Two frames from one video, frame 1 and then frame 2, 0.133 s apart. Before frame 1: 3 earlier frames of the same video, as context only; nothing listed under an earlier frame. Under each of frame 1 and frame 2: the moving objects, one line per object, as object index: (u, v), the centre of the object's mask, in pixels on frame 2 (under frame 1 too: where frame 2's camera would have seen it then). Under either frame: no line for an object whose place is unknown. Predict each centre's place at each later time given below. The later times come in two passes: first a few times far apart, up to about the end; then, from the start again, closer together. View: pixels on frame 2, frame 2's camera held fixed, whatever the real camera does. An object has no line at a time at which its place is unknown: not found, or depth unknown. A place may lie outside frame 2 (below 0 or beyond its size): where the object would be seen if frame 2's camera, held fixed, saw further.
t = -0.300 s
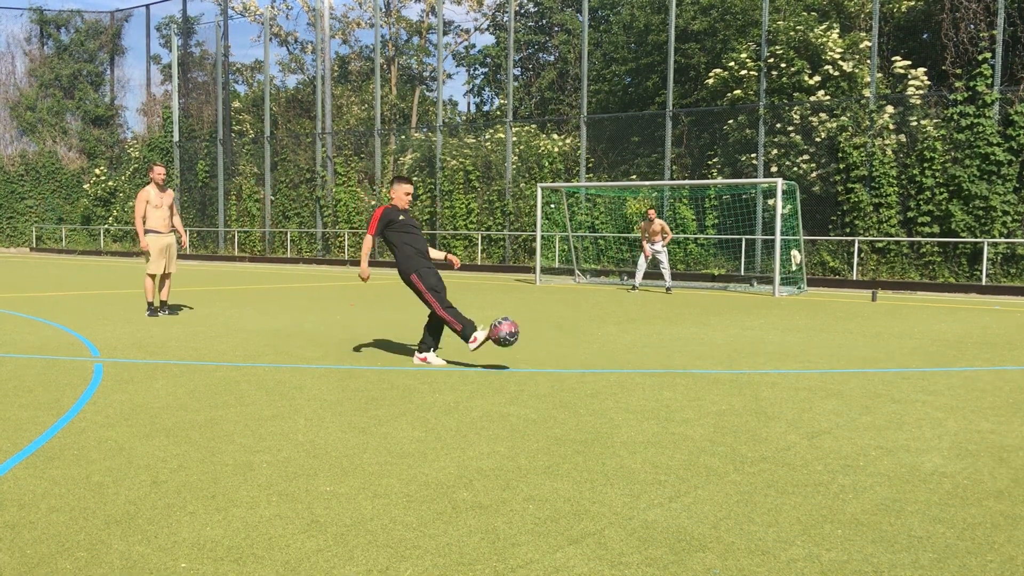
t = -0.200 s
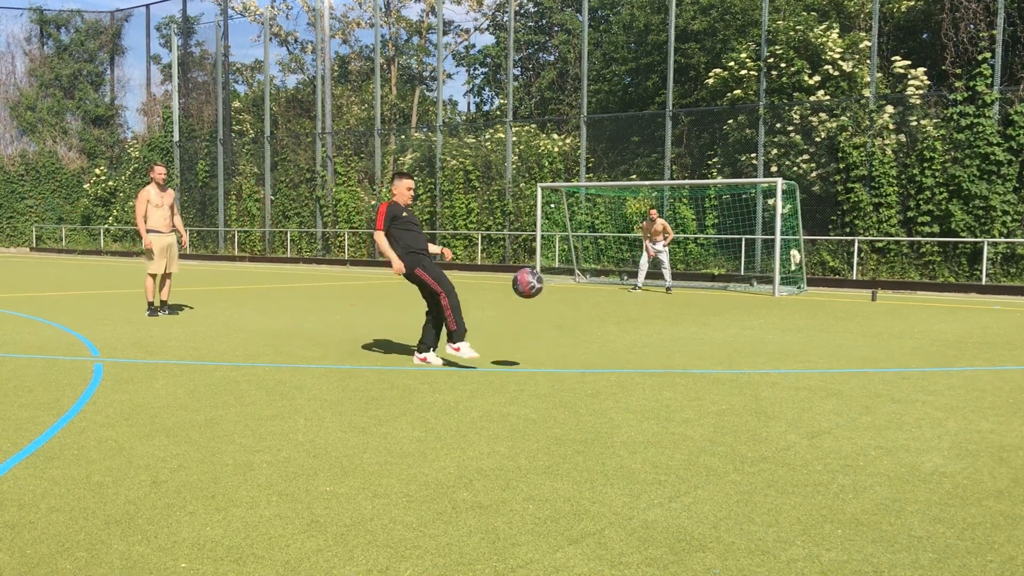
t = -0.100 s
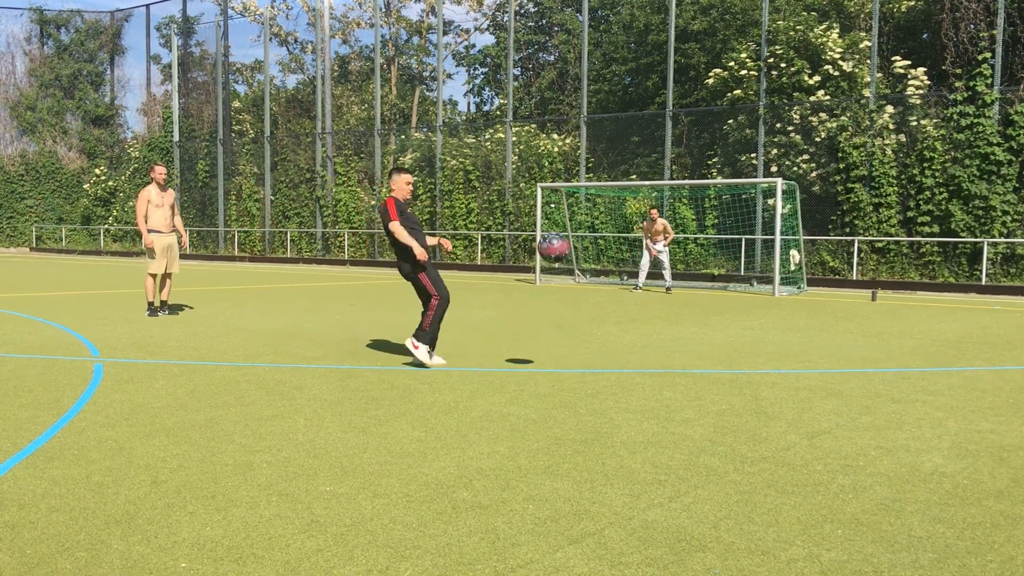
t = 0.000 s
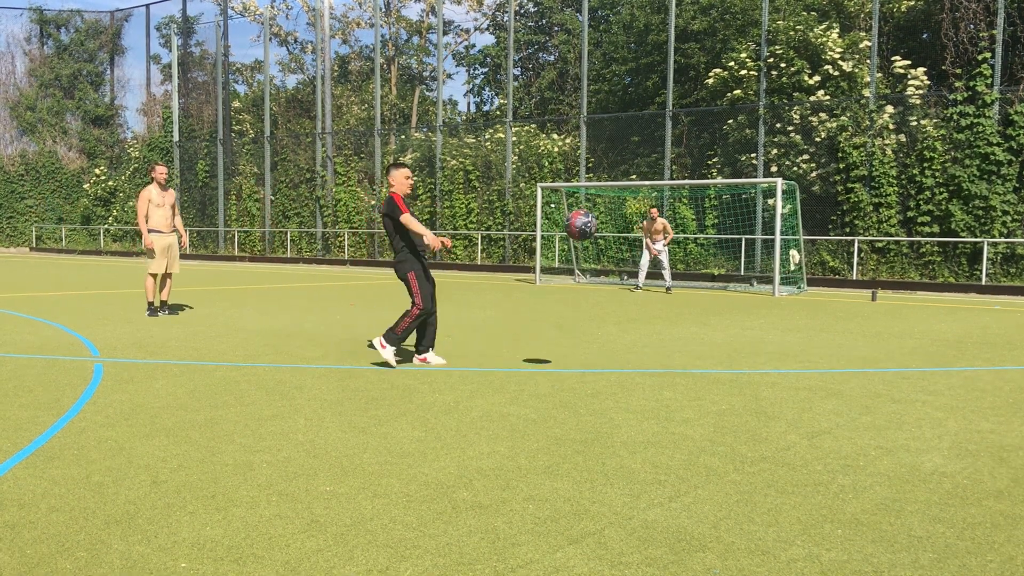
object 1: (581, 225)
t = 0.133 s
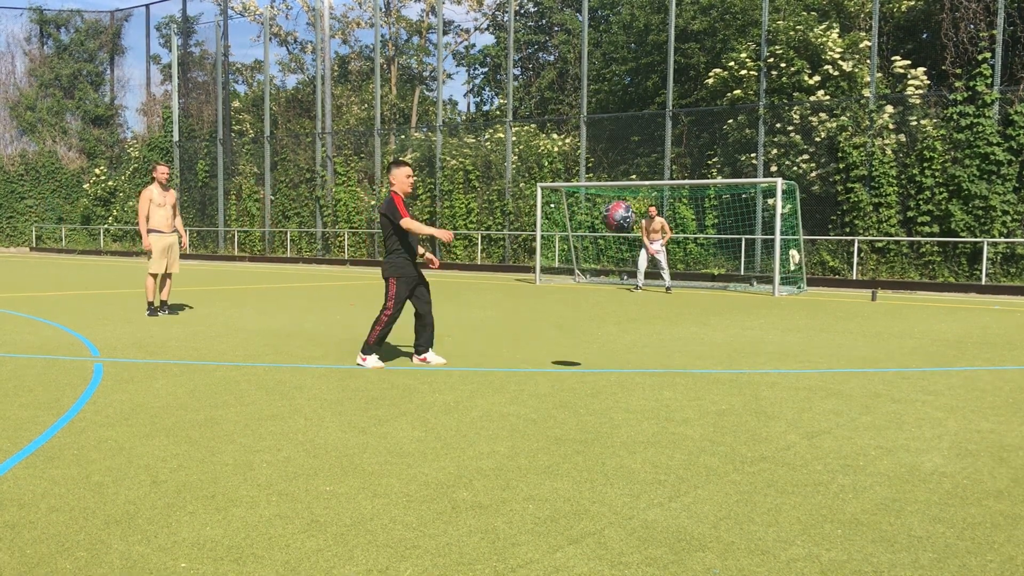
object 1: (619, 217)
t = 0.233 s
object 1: (649, 228)
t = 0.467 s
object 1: (725, 319)
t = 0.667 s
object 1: (749, 342)
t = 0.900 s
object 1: (722, 288)
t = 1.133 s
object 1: (697, 320)
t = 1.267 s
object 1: (683, 376)
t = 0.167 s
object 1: (629, 219)
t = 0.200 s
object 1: (639, 223)
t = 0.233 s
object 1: (649, 228)
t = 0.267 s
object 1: (659, 236)
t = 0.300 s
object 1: (669, 245)
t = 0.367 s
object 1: (691, 269)
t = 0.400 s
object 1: (702, 283)
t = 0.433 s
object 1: (713, 301)
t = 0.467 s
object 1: (725, 319)
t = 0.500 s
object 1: (736, 340)
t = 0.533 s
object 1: (748, 362)
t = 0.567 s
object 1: (761, 387)
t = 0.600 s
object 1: (757, 373)
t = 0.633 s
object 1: (753, 356)
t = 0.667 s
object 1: (749, 342)
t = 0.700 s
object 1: (745, 329)
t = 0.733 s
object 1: (741, 318)
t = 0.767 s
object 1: (737, 308)
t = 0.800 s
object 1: (733, 301)
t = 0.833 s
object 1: (729, 295)
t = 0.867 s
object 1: (725, 290)
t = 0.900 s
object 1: (722, 288)
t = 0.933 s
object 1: (718, 288)
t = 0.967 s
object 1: (715, 289)
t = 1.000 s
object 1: (711, 291)
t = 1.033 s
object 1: (707, 296)
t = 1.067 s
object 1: (704, 303)
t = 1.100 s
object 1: (700, 310)
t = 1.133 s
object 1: (697, 320)
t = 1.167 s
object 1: (693, 331)
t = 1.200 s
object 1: (690, 344)
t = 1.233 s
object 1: (686, 359)
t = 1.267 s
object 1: (683, 376)
